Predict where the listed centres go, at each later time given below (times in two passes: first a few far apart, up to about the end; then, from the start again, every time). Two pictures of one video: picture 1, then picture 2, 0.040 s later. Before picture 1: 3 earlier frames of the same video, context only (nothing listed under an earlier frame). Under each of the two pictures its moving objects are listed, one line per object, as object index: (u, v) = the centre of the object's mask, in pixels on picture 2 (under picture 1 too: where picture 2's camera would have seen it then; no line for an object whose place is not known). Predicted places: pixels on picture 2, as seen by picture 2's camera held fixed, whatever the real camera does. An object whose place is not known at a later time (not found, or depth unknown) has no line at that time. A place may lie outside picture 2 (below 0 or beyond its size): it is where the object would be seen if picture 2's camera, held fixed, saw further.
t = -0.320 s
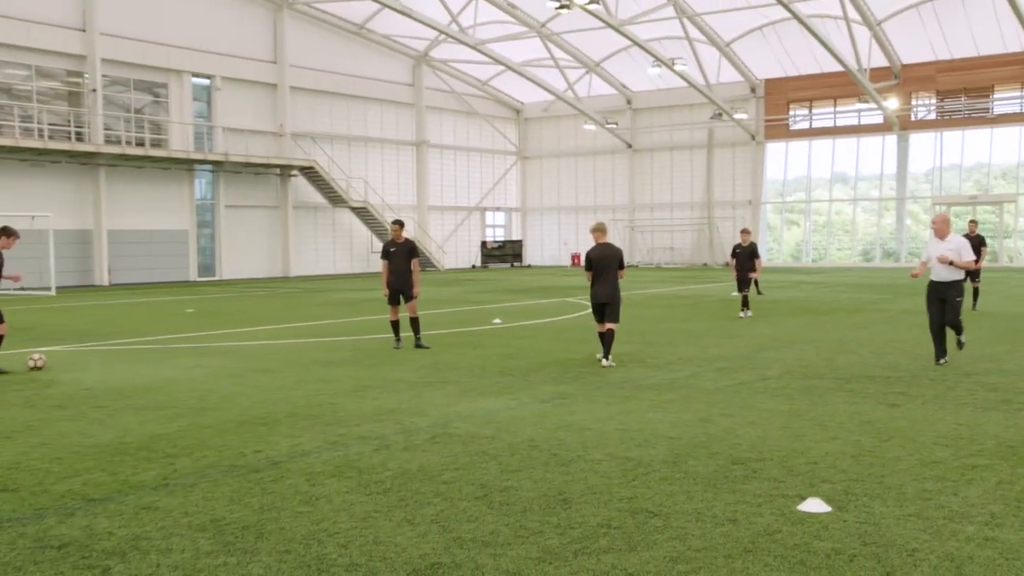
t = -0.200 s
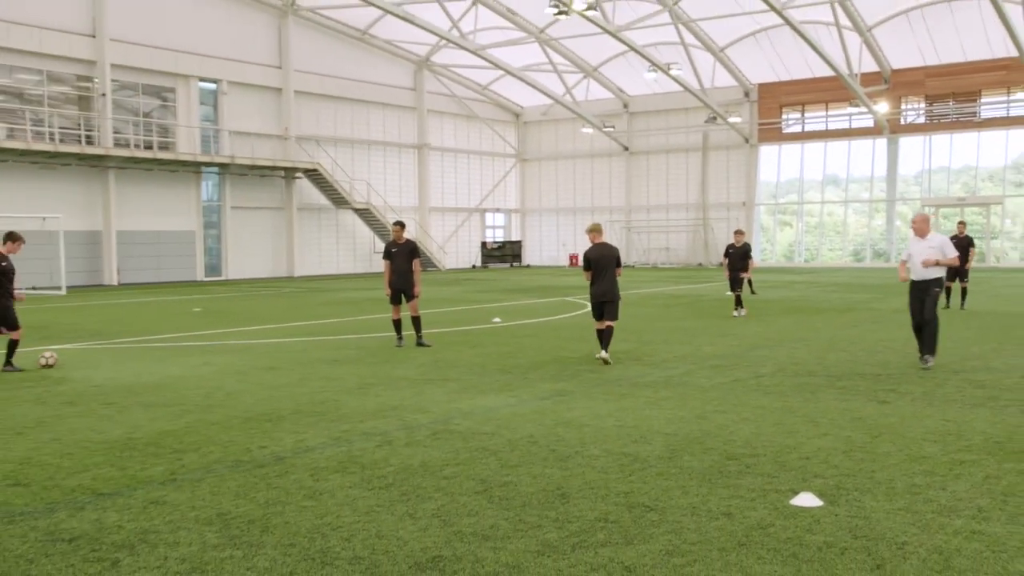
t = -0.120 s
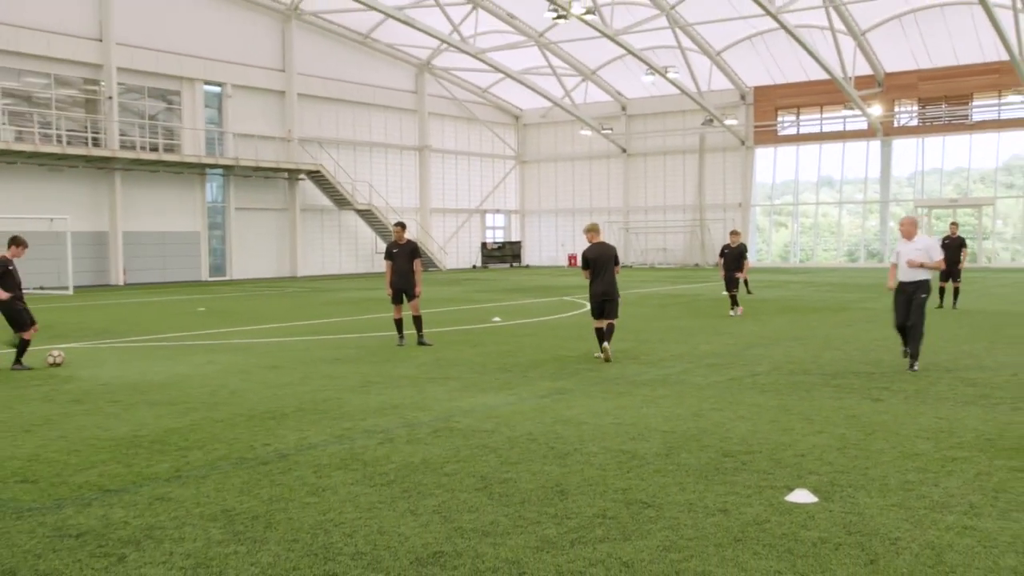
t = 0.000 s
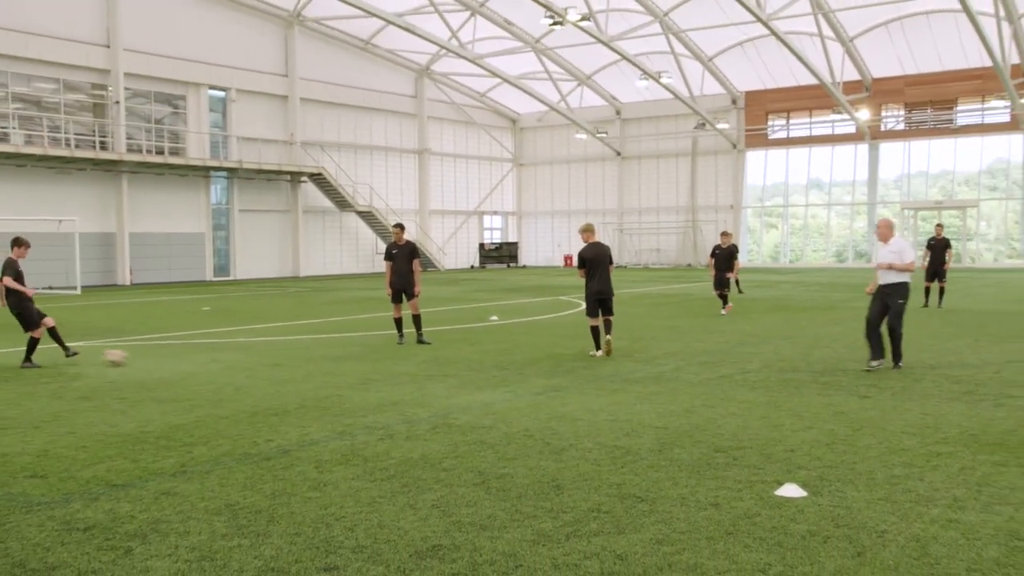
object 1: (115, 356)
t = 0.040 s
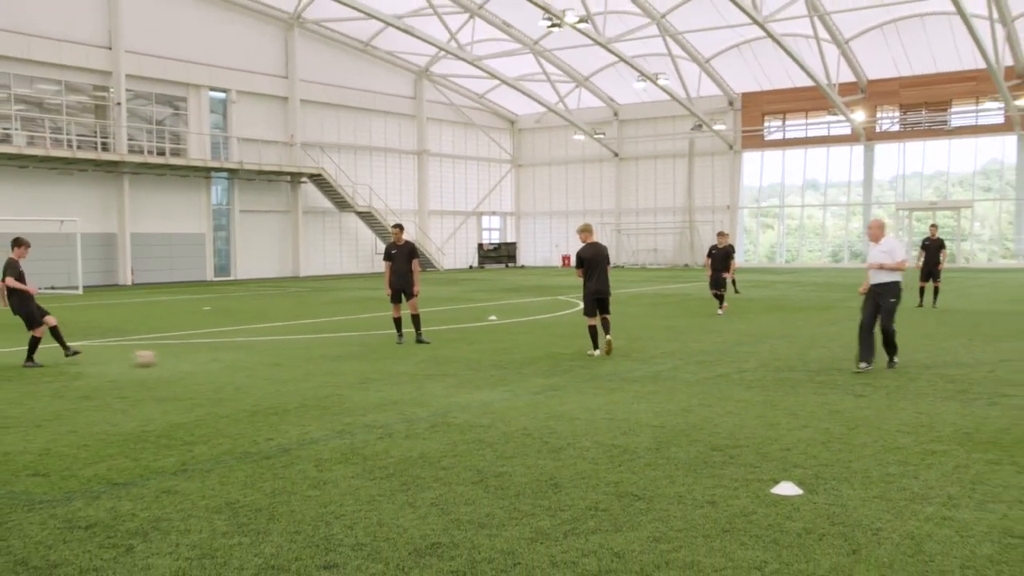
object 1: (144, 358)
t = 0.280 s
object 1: (313, 362)
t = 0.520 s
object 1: (468, 367)
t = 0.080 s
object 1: (174, 358)
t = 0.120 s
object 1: (203, 360)
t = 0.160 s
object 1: (231, 360)
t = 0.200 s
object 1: (259, 361)
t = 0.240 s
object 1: (287, 362)
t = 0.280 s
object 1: (313, 362)
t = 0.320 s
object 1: (340, 362)
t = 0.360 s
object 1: (368, 364)
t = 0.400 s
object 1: (393, 365)
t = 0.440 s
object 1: (418, 363)
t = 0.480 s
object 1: (442, 364)
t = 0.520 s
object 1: (468, 367)
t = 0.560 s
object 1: (493, 368)
